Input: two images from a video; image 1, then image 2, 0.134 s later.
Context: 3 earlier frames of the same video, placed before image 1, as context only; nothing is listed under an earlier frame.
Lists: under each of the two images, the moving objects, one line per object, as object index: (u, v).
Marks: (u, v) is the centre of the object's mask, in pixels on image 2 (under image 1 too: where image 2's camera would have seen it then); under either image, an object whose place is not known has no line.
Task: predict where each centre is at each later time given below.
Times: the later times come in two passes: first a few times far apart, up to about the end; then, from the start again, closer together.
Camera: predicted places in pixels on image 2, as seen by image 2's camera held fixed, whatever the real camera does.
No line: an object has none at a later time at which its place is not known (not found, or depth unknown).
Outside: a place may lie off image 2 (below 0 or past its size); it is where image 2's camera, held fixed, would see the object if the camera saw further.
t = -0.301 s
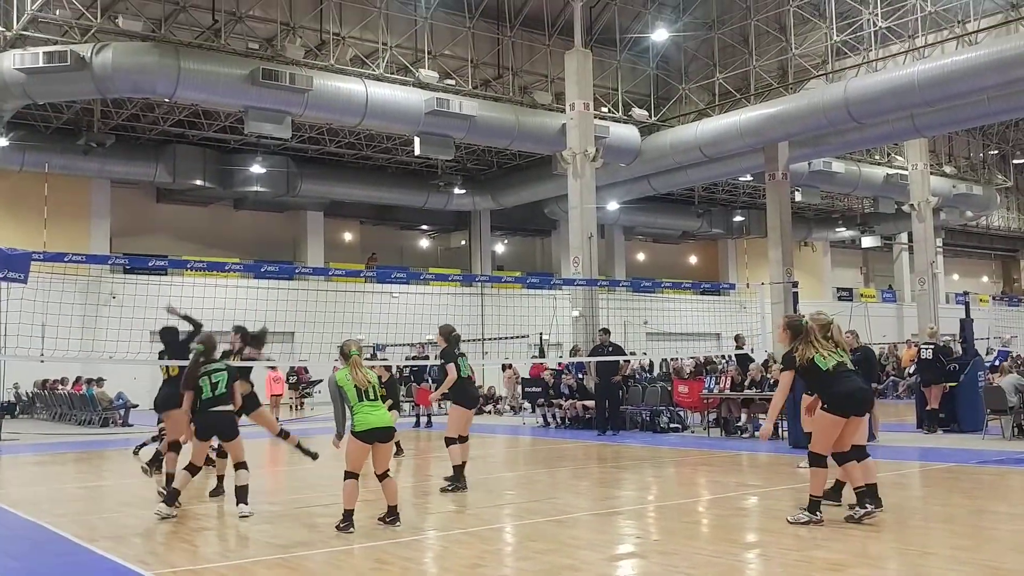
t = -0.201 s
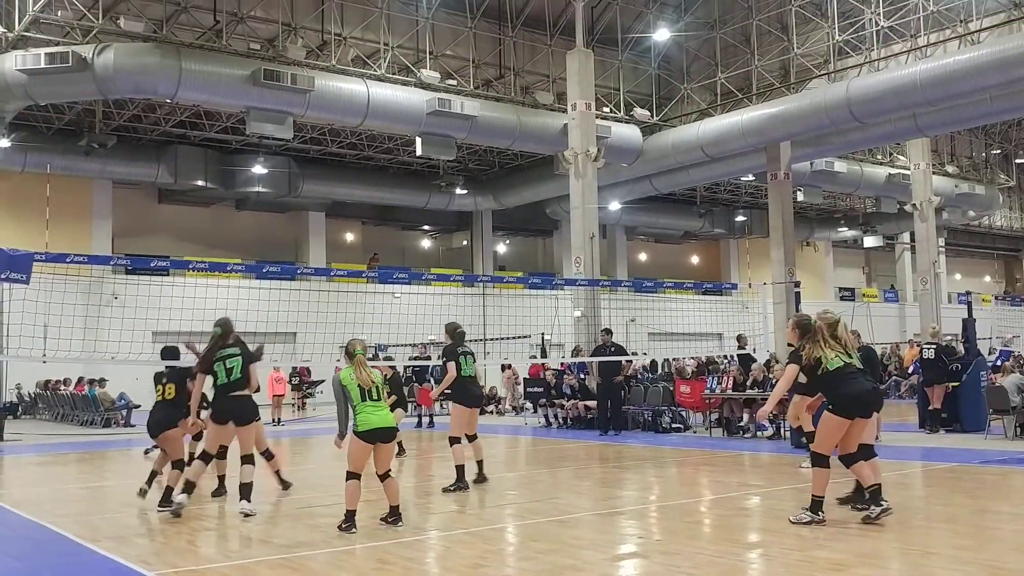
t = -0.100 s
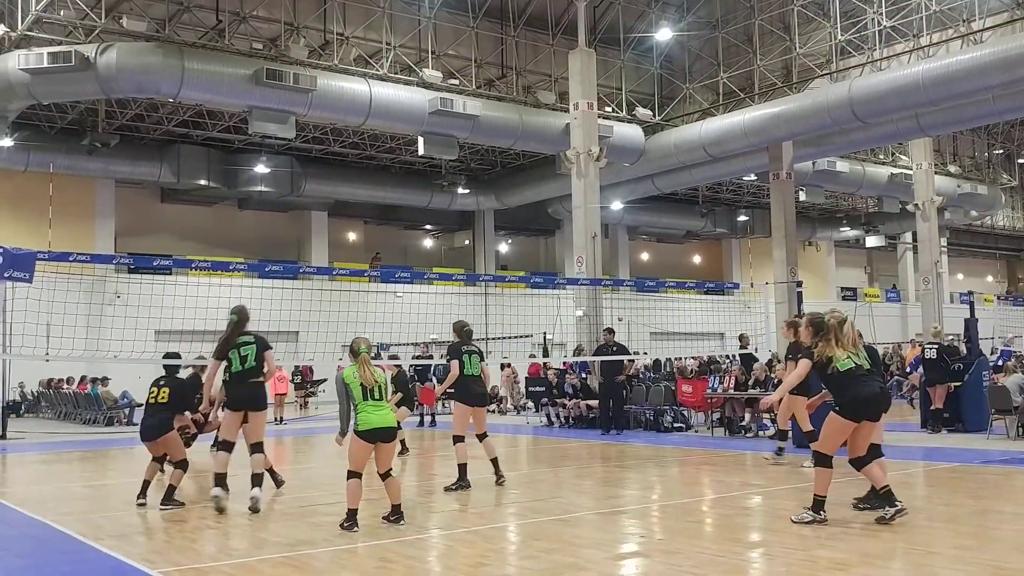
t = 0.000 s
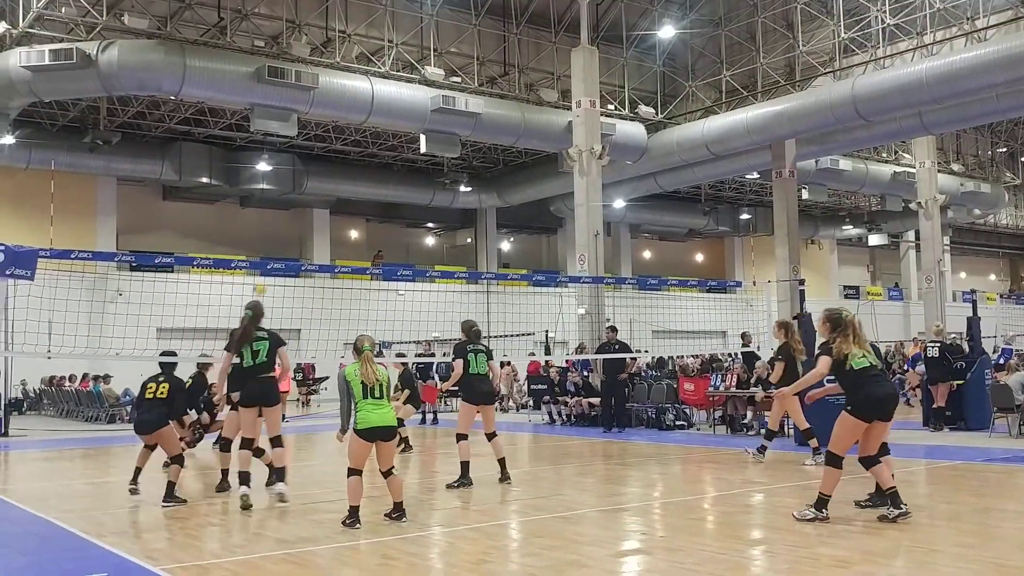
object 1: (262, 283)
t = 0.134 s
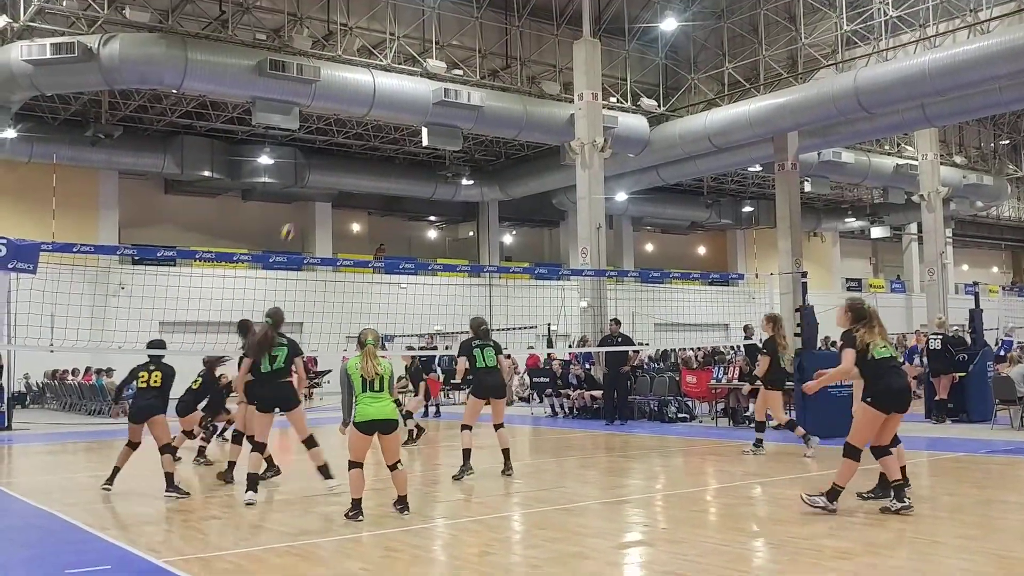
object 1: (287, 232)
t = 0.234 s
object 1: (307, 200)
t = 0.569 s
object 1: (375, 137)
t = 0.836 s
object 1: (435, 139)
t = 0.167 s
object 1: (294, 220)
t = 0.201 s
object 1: (300, 210)
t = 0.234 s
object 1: (307, 200)
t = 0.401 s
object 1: (340, 161)
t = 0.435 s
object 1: (347, 155)
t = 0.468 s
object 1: (355, 150)
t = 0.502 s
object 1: (361, 145)
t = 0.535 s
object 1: (368, 141)
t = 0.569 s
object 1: (375, 137)
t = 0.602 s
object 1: (383, 136)
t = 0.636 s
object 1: (390, 134)
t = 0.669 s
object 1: (397, 133)
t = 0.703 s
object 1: (405, 133)
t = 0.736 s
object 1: (412, 133)
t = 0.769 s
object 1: (419, 133)
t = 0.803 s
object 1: (426, 135)
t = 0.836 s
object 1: (435, 139)
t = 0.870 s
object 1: (442, 143)
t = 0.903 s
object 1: (450, 147)
